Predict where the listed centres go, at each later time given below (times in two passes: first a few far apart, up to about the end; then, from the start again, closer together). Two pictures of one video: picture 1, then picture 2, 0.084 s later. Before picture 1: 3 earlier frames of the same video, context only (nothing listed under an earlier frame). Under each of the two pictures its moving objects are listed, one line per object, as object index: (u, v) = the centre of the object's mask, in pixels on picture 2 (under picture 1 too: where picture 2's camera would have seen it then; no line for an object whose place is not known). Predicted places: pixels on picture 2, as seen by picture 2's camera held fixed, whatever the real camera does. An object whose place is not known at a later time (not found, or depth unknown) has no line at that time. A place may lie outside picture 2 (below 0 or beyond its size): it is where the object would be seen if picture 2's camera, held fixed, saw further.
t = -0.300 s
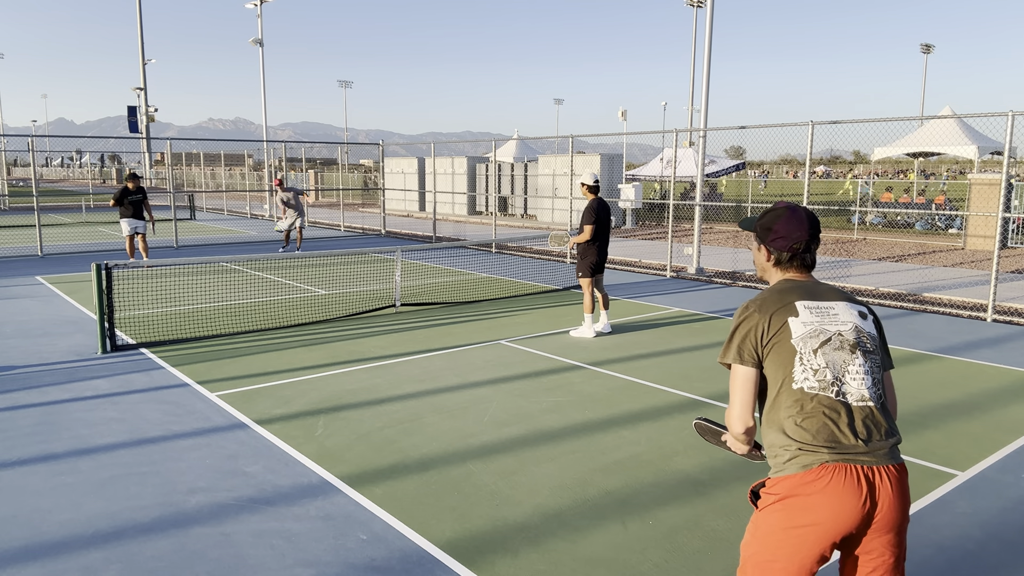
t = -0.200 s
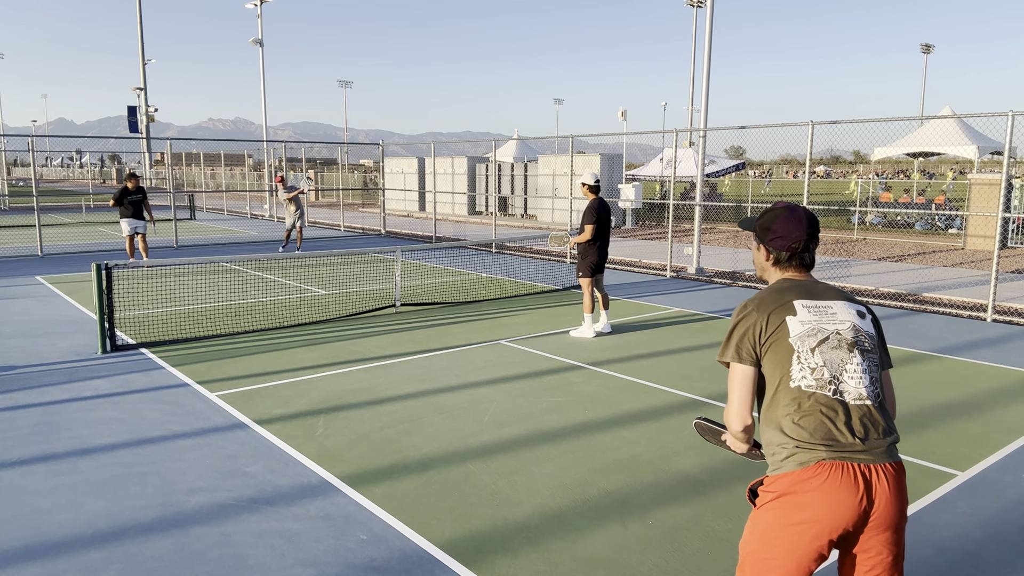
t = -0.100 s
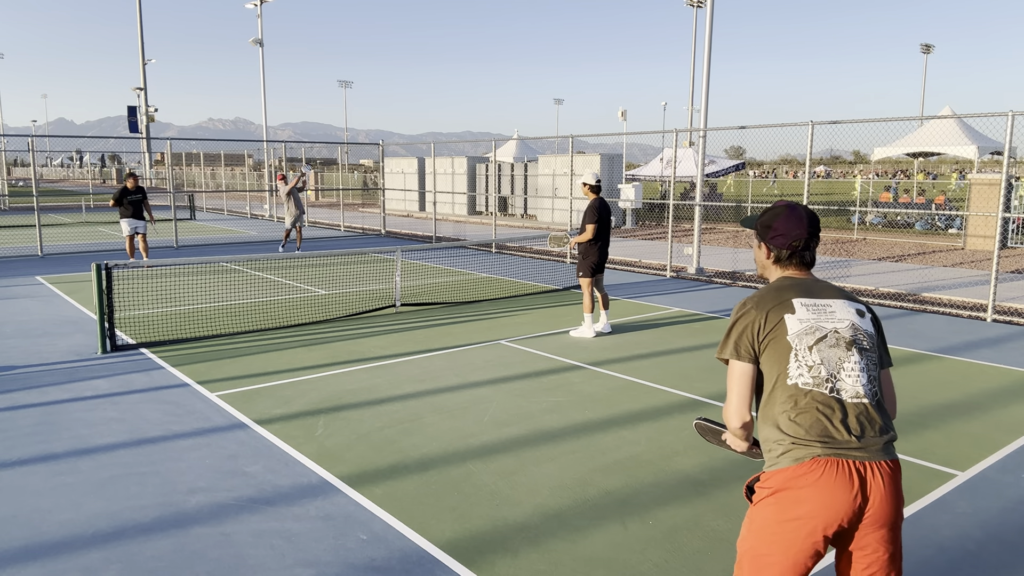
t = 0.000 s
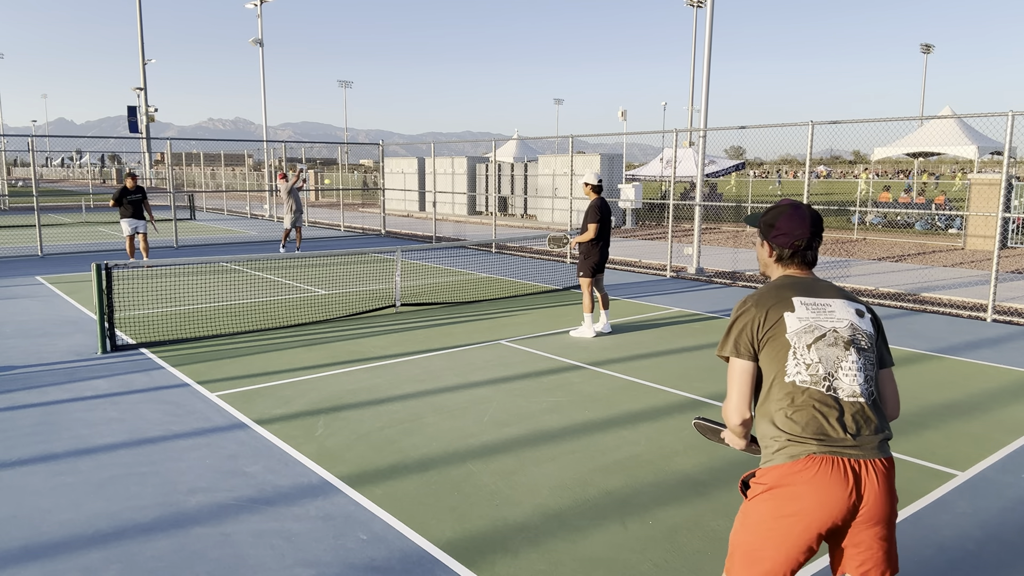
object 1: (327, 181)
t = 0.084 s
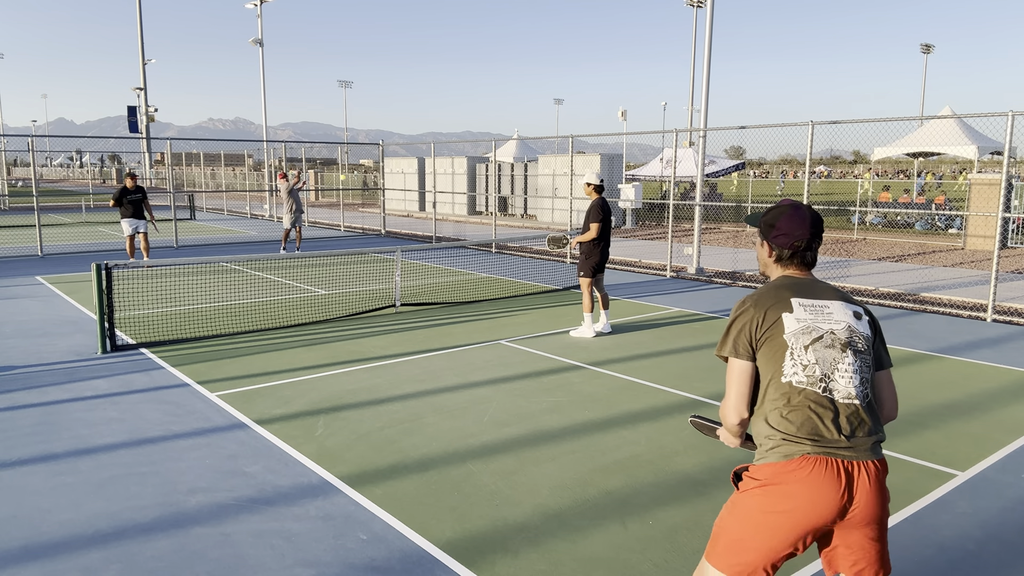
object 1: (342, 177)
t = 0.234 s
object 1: (372, 184)
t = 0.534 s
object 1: (439, 272)
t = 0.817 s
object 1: (492, 350)
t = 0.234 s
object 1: (372, 184)
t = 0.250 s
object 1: (375, 186)
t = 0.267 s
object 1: (379, 189)
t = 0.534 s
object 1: (439, 272)
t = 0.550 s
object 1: (443, 281)
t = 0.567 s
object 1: (447, 290)
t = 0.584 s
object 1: (451, 300)
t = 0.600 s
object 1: (455, 310)
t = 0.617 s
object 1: (459, 320)
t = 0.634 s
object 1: (463, 331)
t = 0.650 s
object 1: (467, 343)
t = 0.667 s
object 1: (472, 355)
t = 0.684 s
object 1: (476, 368)
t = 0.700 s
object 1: (479, 378)
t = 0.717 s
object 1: (481, 373)
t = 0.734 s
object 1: (483, 369)
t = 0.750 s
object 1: (485, 364)
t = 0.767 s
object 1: (487, 360)
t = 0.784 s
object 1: (488, 356)
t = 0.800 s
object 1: (490, 353)
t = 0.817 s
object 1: (492, 350)
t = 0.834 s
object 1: (494, 347)
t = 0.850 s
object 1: (496, 344)
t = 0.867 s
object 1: (498, 342)
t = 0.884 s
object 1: (500, 340)
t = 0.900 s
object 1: (502, 338)
